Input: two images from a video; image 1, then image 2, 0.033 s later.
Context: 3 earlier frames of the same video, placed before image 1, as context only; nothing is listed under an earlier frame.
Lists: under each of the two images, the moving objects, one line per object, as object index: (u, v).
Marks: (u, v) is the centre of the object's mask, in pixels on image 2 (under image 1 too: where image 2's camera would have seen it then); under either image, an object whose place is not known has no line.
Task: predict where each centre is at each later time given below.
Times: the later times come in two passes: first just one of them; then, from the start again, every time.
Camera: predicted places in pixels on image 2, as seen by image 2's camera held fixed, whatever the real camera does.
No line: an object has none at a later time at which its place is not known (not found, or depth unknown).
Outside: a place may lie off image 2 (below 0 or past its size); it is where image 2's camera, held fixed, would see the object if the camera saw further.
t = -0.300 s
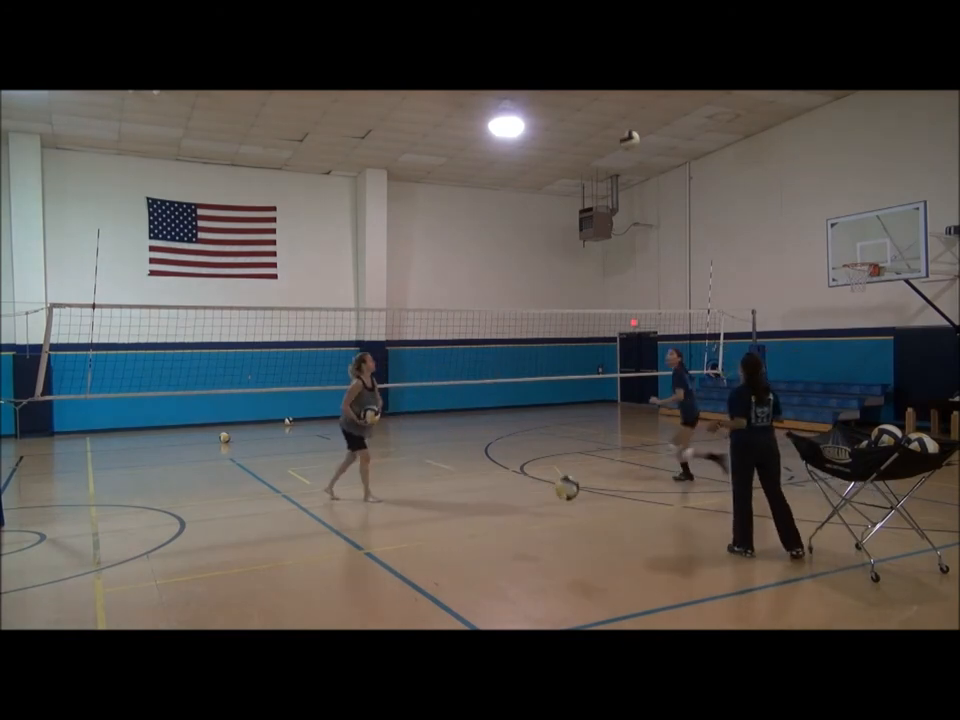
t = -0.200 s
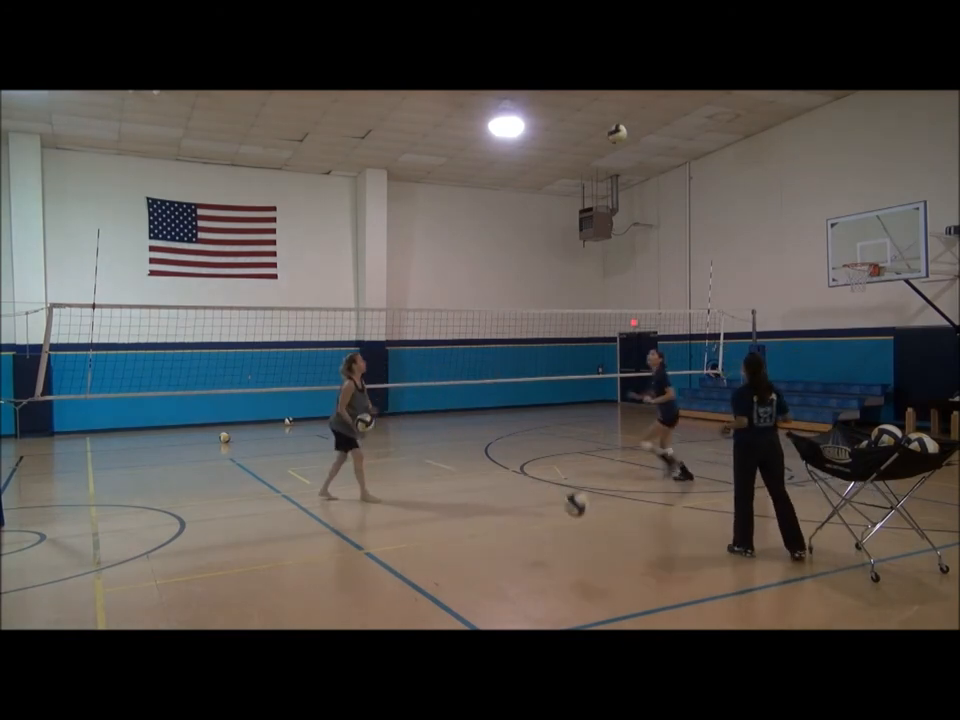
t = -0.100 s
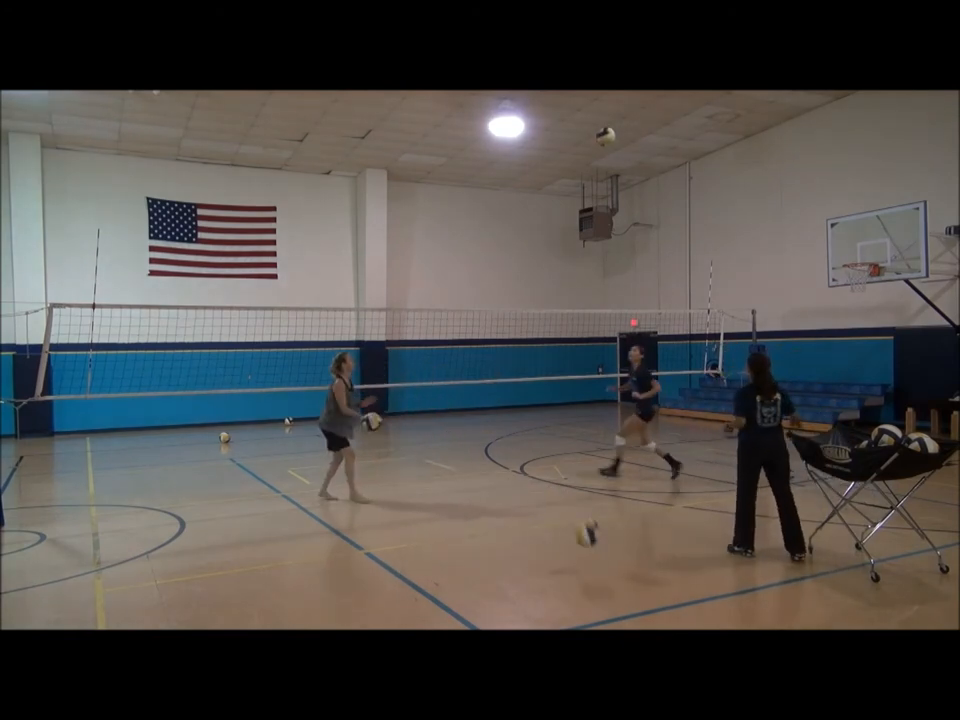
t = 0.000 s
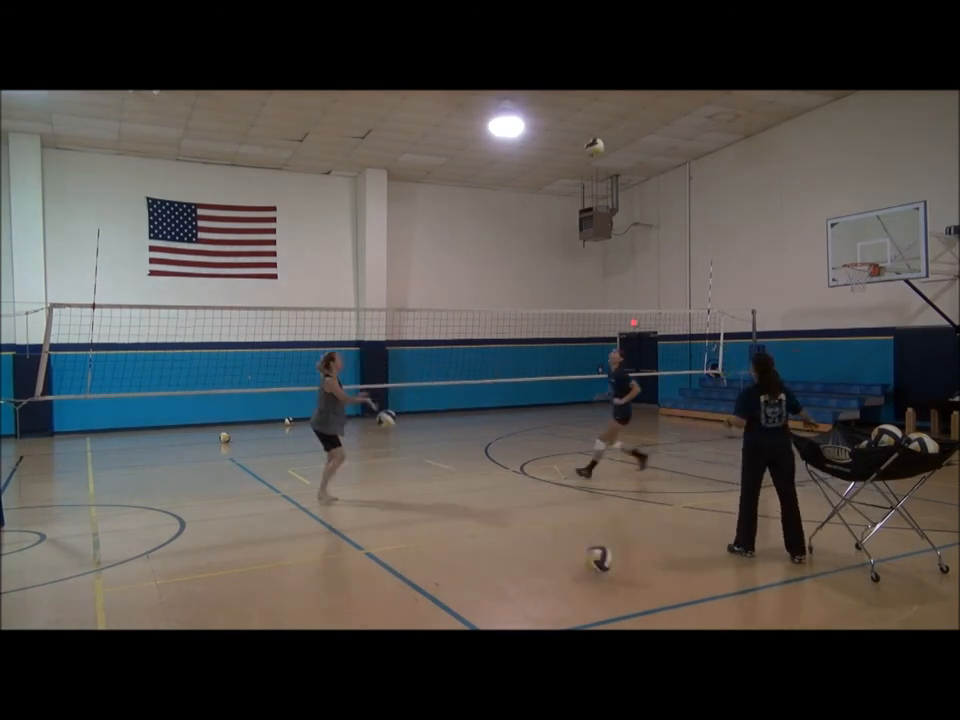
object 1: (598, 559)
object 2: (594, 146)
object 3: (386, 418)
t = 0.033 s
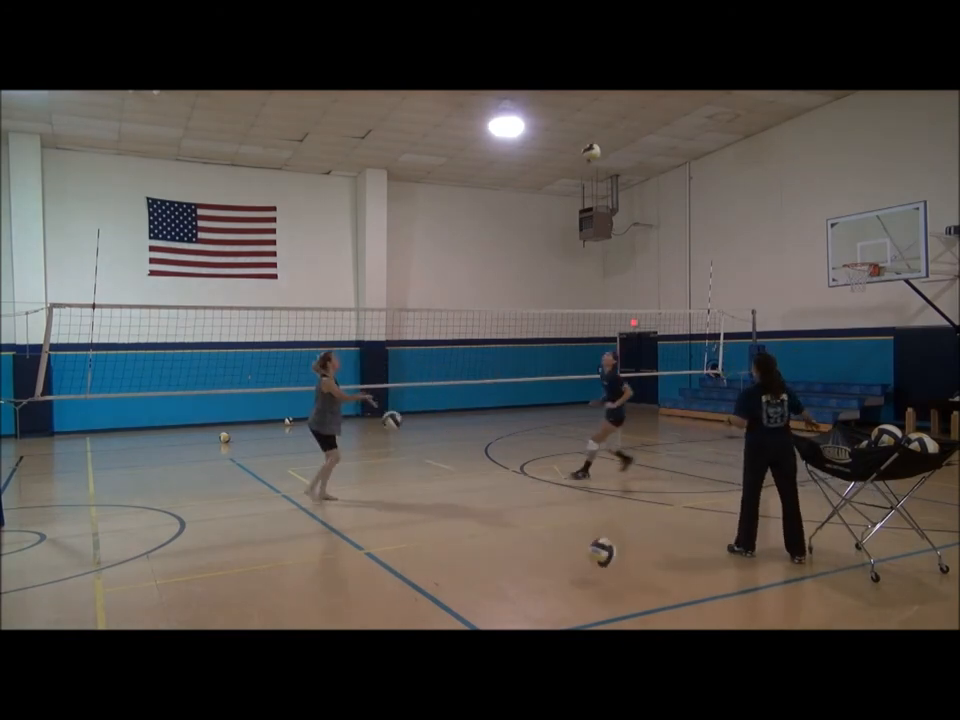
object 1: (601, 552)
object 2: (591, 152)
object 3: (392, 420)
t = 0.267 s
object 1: (634, 544)
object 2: (570, 211)
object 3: (431, 459)
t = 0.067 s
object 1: (606, 547)
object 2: (588, 158)
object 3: (397, 422)
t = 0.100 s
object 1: (611, 542)
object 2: (584, 165)
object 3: (403, 425)
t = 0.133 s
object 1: (613, 538)
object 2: (581, 173)
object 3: (408, 430)
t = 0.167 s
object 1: (620, 538)
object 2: (578, 181)
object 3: (414, 436)
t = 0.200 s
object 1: (623, 538)
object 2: (576, 190)
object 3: (419, 442)
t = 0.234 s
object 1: (628, 540)
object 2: (573, 201)
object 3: (426, 450)
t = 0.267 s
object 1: (634, 544)
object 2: (570, 211)
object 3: (431, 459)
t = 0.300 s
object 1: (638, 548)
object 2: (567, 222)
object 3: (437, 470)
